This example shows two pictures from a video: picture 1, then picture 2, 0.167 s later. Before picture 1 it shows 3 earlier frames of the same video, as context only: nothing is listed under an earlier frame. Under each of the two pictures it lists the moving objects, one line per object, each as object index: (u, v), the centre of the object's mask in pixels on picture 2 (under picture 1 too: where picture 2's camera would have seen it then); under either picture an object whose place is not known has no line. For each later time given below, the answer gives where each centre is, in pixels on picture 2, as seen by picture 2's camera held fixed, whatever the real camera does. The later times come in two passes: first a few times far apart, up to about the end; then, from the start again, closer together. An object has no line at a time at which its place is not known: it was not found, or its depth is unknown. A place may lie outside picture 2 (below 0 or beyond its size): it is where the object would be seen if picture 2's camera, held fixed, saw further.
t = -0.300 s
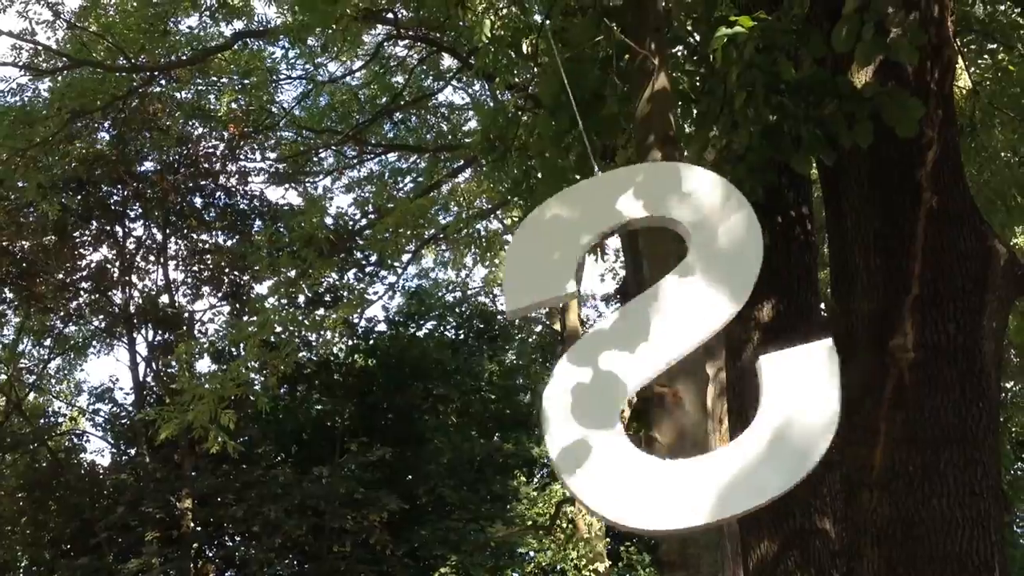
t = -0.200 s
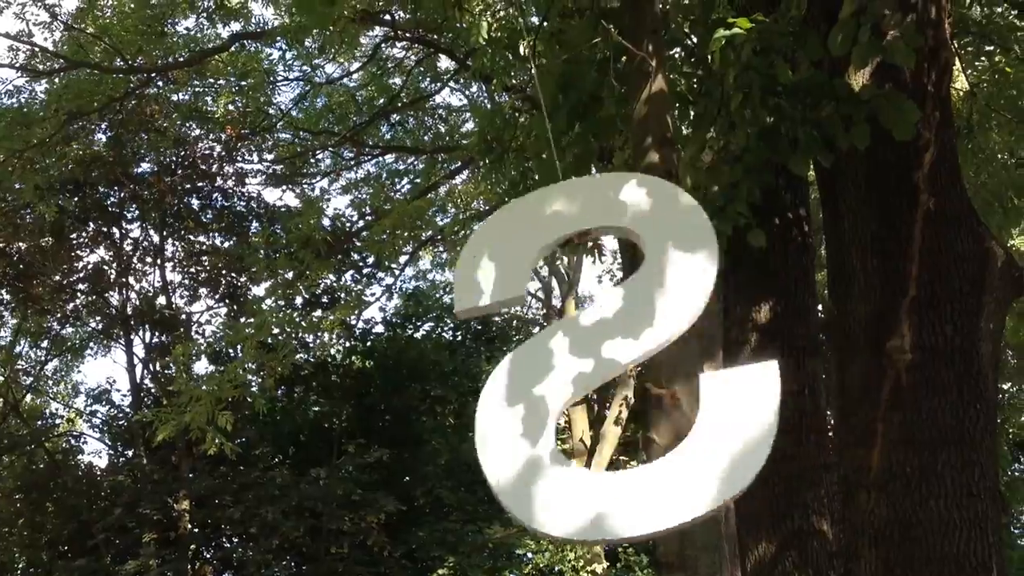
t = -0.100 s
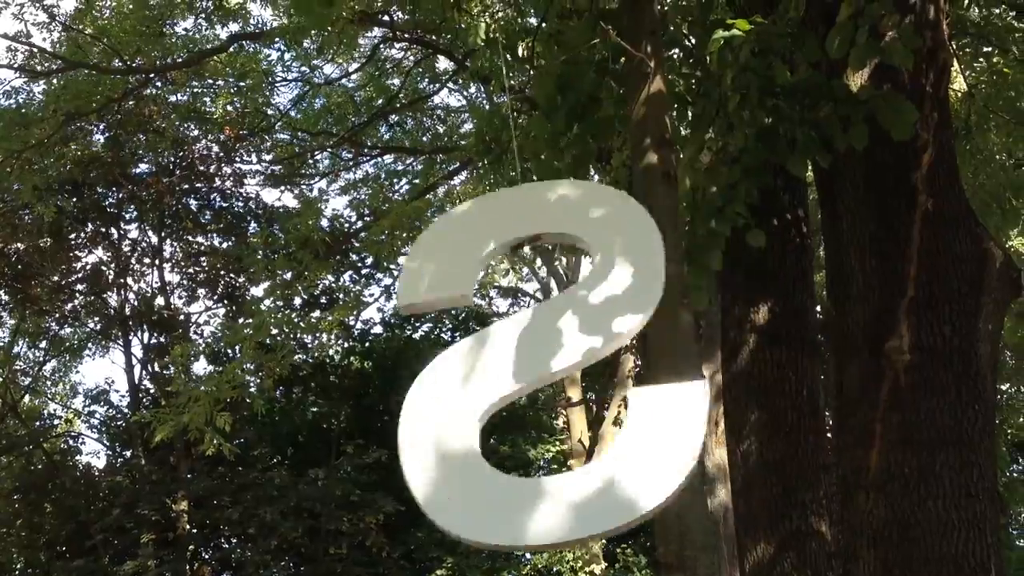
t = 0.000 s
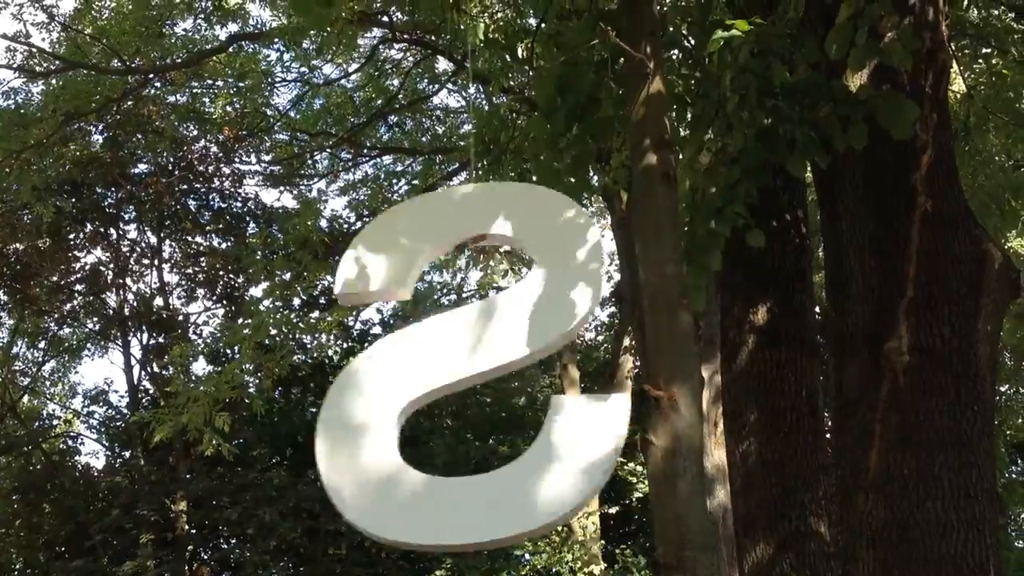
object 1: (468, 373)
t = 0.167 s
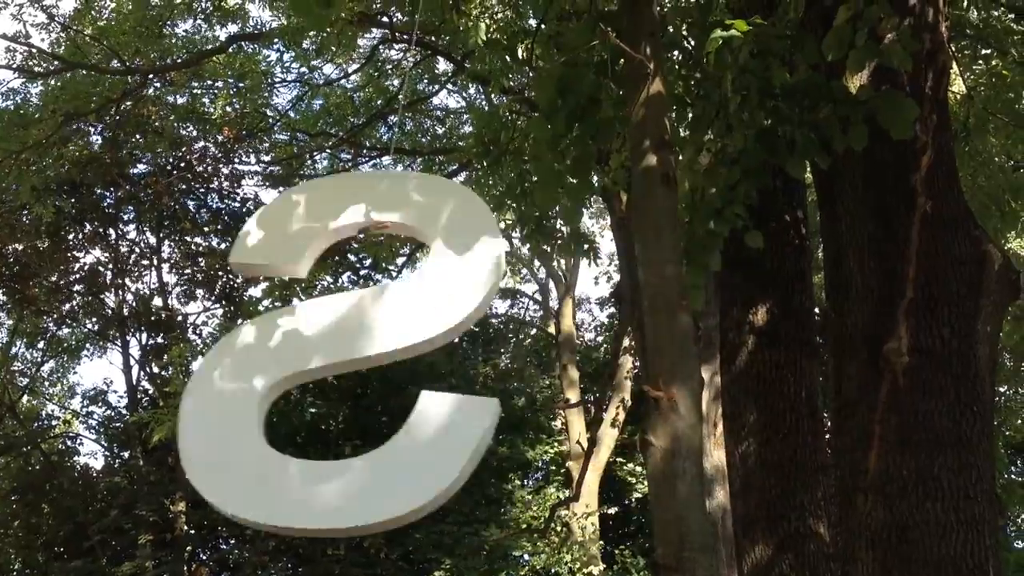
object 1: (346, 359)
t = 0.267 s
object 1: (281, 343)
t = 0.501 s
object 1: (182, 307)
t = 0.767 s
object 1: (182, 301)
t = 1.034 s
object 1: (300, 333)
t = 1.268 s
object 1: (474, 350)
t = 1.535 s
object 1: (661, 328)
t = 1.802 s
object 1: (750, 302)
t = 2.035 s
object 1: (732, 313)
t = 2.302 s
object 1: (612, 359)
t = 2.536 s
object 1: (458, 386)
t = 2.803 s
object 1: (300, 385)
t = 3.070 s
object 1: (218, 365)
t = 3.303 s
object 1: (215, 359)
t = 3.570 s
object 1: (302, 366)
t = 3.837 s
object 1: (465, 348)
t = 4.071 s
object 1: (613, 308)
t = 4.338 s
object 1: (711, 274)
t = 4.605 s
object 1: (699, 295)
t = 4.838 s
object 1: (601, 347)
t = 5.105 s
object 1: (438, 390)
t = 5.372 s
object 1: (296, 388)
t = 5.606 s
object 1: (229, 370)
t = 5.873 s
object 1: (234, 365)
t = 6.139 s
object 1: (340, 372)
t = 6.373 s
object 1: (489, 366)
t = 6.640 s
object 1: (644, 342)
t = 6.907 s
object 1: (717, 328)
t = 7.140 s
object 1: (703, 341)
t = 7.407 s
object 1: (606, 373)
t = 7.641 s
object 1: (477, 388)
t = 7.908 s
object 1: (335, 374)
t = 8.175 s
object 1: (252, 349)
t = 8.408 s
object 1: (253, 344)
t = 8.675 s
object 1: (338, 365)
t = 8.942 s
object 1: (474, 382)
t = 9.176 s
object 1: (580, 382)
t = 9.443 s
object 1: (645, 376)
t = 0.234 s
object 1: (302, 349)
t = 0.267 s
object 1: (281, 343)
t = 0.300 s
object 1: (262, 338)
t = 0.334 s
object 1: (244, 332)
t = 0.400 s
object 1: (212, 321)
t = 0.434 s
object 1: (199, 316)
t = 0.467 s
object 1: (189, 311)
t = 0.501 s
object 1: (182, 307)
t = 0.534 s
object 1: (177, 303)
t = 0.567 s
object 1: (175, 300)
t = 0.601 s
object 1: (173, 297)
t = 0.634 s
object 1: (172, 296)
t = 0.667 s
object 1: (173, 296)
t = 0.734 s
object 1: (177, 298)
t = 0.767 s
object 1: (182, 301)
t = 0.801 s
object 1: (188, 304)
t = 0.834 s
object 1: (197, 307)
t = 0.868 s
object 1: (210, 311)
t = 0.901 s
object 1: (225, 315)
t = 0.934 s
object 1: (241, 319)
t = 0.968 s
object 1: (259, 324)
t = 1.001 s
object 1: (279, 329)
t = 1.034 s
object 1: (300, 333)
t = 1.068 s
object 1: (322, 337)
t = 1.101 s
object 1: (346, 341)
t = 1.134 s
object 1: (371, 344)
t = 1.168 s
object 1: (395, 347)
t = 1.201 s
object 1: (422, 348)
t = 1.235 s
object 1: (448, 350)
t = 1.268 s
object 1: (474, 350)
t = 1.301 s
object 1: (501, 349)
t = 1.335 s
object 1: (527, 348)
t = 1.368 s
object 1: (551, 346)
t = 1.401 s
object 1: (576, 343)
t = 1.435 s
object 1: (599, 340)
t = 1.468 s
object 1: (621, 336)
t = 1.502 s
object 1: (642, 332)
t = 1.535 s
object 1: (661, 328)
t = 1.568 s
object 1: (679, 324)
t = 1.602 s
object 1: (694, 319)
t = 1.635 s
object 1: (709, 315)
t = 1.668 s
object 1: (721, 311)
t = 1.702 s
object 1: (731, 308)
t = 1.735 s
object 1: (739, 305)
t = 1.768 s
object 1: (746, 303)
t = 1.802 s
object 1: (750, 302)
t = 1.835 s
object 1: (753, 301)
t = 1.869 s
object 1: (754, 301)
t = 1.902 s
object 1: (753, 301)
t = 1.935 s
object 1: (750, 303)
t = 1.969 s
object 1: (746, 305)
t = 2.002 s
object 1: (740, 309)
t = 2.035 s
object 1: (732, 313)
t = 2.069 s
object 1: (722, 318)
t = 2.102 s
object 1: (711, 323)
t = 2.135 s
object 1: (699, 328)
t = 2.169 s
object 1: (684, 334)
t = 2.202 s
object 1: (668, 340)
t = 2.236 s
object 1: (650, 346)
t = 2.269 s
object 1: (632, 352)
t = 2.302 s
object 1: (612, 359)
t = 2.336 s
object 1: (591, 364)
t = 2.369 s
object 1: (570, 370)
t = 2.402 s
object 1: (548, 374)
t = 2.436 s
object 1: (525, 378)
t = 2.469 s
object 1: (503, 381)
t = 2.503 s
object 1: (481, 384)
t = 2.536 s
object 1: (458, 386)
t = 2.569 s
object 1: (436, 387)
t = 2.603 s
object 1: (414, 389)
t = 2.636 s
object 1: (393, 389)
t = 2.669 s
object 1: (373, 389)
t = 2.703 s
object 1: (353, 389)
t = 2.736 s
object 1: (334, 388)
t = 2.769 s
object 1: (317, 387)
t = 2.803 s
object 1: (300, 385)
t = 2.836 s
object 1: (285, 382)
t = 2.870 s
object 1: (271, 381)
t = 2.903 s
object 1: (259, 378)
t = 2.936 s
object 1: (248, 375)
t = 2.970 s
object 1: (238, 372)
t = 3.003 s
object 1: (230, 369)
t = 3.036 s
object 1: (223, 367)
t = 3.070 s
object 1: (218, 365)
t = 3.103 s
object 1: (213, 363)
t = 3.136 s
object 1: (210, 361)
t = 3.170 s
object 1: (208, 360)
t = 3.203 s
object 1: (208, 359)
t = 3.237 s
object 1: (209, 359)
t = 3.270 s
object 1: (211, 359)
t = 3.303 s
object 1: (215, 359)
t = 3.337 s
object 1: (221, 360)
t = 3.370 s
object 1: (228, 361)
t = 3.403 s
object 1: (236, 362)
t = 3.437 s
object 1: (247, 363)
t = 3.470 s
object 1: (258, 364)
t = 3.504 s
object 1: (271, 365)
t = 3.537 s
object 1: (286, 365)
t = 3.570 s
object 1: (302, 366)
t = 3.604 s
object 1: (320, 365)
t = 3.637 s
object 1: (338, 365)
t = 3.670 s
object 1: (357, 364)
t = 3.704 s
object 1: (378, 362)
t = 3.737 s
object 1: (399, 359)
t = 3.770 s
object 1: (420, 356)
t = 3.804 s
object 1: (443, 352)
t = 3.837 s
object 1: (465, 348)
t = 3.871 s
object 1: (487, 344)
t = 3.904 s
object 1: (510, 338)
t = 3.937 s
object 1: (532, 332)
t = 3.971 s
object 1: (553, 326)
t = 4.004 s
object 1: (574, 319)
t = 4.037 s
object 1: (594, 314)
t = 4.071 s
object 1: (613, 308)
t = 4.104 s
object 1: (631, 302)
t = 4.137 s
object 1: (647, 296)
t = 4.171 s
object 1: (662, 291)
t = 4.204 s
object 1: (675, 286)
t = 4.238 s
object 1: (687, 282)
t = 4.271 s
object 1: (697, 278)
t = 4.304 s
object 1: (705, 276)
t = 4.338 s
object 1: (711, 274)
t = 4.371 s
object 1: (716, 273)
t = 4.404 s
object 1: (719, 273)
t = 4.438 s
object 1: (720, 274)
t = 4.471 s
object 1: (719, 276)
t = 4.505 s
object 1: (717, 280)
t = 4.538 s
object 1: (712, 284)
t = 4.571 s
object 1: (707, 289)
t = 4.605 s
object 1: (699, 295)
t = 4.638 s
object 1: (689, 301)
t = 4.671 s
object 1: (678, 308)
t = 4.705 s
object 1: (665, 316)
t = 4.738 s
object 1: (651, 324)
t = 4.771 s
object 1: (636, 332)
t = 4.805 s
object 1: (619, 339)
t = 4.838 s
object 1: (601, 347)
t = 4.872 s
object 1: (582, 354)
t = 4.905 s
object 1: (562, 361)
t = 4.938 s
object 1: (542, 367)
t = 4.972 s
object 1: (521, 373)
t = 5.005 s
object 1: (500, 379)
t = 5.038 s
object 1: (479, 383)
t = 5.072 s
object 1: (458, 387)
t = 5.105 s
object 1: (438, 390)
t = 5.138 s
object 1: (417, 392)
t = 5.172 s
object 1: (398, 393)
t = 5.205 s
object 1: (378, 394)
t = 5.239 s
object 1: (360, 394)
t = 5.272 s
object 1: (343, 393)
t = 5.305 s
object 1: (326, 392)
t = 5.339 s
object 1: (311, 390)
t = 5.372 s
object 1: (296, 388)
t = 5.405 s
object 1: (283, 385)
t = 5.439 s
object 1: (271, 383)
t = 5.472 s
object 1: (260, 380)
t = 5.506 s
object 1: (250, 378)
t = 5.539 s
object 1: (242, 375)
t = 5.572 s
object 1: (235, 372)
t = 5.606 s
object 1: (229, 370)
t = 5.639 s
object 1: (225, 368)
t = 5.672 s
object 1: (222, 367)
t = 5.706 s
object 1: (220, 366)
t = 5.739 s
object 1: (219, 365)
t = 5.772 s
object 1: (220, 365)
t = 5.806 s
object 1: (223, 364)
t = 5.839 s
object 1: (228, 364)
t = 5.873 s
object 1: (234, 365)
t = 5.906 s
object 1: (242, 365)
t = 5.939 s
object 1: (251, 366)
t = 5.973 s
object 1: (262, 368)
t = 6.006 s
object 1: (275, 369)
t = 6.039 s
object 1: (289, 370)
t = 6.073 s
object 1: (305, 371)
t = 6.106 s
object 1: (322, 372)
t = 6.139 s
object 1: (340, 372)
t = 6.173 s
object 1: (359, 372)
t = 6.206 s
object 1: (380, 372)
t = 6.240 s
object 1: (401, 371)
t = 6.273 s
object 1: (423, 371)
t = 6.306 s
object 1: (444, 369)
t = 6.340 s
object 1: (467, 367)
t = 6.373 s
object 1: (489, 366)
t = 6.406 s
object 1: (511, 364)
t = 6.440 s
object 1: (533, 361)
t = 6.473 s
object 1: (554, 358)
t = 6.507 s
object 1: (574, 355)
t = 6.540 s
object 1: (593, 352)
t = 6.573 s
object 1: (611, 349)
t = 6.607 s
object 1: (628, 345)
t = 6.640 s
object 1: (644, 342)
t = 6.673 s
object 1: (658, 340)
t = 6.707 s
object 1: (671, 337)
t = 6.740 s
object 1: (682, 334)
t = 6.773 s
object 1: (693, 331)
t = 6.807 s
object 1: (701, 330)
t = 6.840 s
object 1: (708, 329)
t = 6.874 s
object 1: (713, 328)
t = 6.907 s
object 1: (717, 328)
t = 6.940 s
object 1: (719, 328)
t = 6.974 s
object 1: (720, 329)
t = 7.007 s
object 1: (720, 330)
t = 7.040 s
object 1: (718, 332)
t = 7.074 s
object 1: (715, 335)
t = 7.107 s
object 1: (710, 338)
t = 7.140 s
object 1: (703, 341)
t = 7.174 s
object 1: (696, 345)
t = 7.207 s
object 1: (686, 348)
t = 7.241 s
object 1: (676, 353)
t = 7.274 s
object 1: (665, 357)
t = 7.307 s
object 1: (652, 361)
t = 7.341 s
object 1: (637, 365)
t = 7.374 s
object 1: (622, 369)
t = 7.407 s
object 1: (606, 373)
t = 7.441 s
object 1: (589, 376)
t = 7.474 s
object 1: (572, 380)
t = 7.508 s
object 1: (554, 382)
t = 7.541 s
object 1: (535, 385)
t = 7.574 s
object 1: (516, 386)
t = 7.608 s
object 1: (497, 387)
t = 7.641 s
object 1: (477, 388)
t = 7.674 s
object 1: (458, 388)
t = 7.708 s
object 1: (439, 387)
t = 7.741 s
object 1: (420, 386)
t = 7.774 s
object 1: (402, 384)
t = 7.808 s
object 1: (384, 382)
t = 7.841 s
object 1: (367, 380)
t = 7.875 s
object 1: (350, 377)
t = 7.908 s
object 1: (335, 374)
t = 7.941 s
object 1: (320, 370)
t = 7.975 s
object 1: (307, 367)
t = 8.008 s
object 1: (294, 363)
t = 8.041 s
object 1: (283, 360)
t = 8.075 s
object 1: (273, 357)
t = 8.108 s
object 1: (265, 354)
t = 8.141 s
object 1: (258, 351)
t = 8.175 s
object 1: (252, 349)
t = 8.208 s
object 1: (248, 347)
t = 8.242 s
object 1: (245, 345)
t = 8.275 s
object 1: (243, 344)
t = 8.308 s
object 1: (243, 343)
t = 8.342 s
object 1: (245, 343)
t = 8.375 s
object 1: (248, 343)
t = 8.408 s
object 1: (253, 344)
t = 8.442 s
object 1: (259, 346)
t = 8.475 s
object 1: (267, 347)
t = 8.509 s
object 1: (275, 349)
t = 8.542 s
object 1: (285, 351)
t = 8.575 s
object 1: (297, 354)
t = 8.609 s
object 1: (310, 358)
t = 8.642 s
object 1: (323, 361)
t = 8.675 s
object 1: (338, 365)
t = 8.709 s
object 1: (353, 367)
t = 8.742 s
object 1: (369, 370)
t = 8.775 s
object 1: (386, 373)
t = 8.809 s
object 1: (404, 375)
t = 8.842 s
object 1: (421, 377)
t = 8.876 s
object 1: (439, 379)
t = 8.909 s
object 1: (457, 380)
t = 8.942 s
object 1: (474, 382)
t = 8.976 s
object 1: (491, 383)
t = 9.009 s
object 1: (507, 383)
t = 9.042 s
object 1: (523, 383)
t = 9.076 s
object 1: (538, 383)
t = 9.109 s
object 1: (554, 383)
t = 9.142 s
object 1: (567, 382)
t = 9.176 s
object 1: (580, 382)
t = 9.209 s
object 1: (592, 381)
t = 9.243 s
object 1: (602, 380)
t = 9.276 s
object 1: (612, 379)
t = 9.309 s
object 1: (621, 379)
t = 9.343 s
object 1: (628, 378)
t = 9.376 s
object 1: (635, 377)
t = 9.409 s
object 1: (641, 376)
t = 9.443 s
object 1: (645, 376)
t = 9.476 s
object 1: (648, 376)
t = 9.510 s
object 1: (651, 376)
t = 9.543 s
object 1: (652, 376)
